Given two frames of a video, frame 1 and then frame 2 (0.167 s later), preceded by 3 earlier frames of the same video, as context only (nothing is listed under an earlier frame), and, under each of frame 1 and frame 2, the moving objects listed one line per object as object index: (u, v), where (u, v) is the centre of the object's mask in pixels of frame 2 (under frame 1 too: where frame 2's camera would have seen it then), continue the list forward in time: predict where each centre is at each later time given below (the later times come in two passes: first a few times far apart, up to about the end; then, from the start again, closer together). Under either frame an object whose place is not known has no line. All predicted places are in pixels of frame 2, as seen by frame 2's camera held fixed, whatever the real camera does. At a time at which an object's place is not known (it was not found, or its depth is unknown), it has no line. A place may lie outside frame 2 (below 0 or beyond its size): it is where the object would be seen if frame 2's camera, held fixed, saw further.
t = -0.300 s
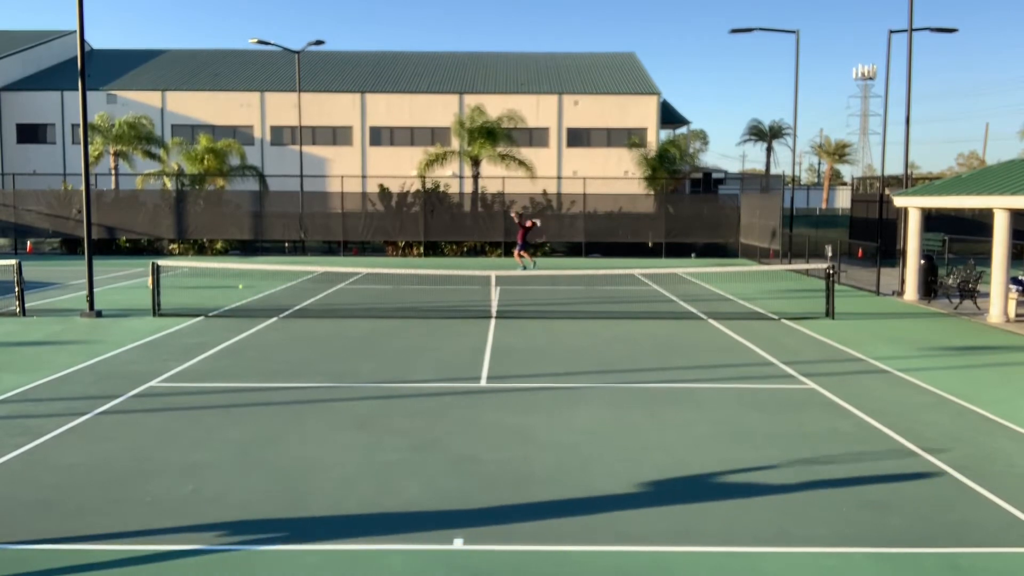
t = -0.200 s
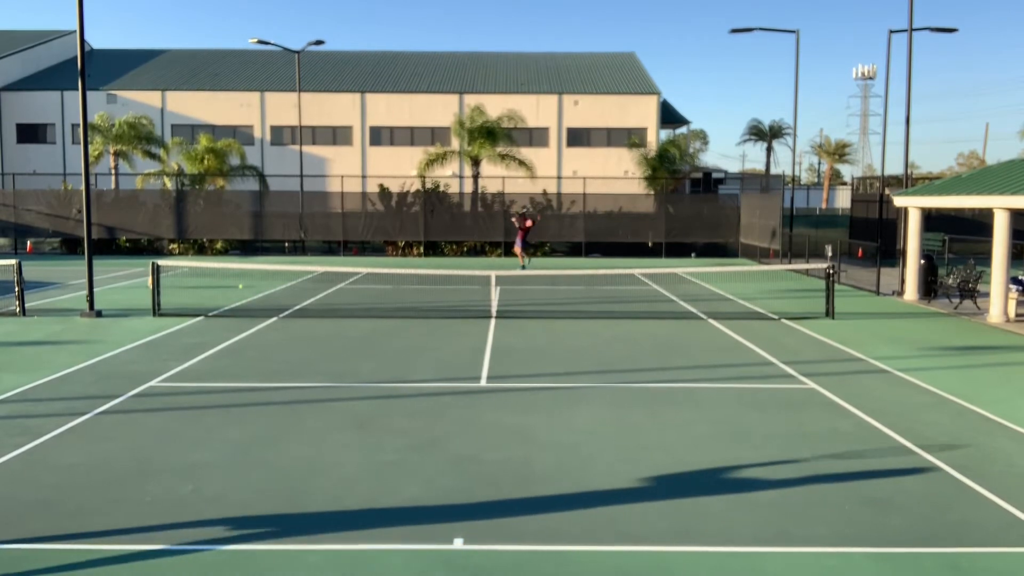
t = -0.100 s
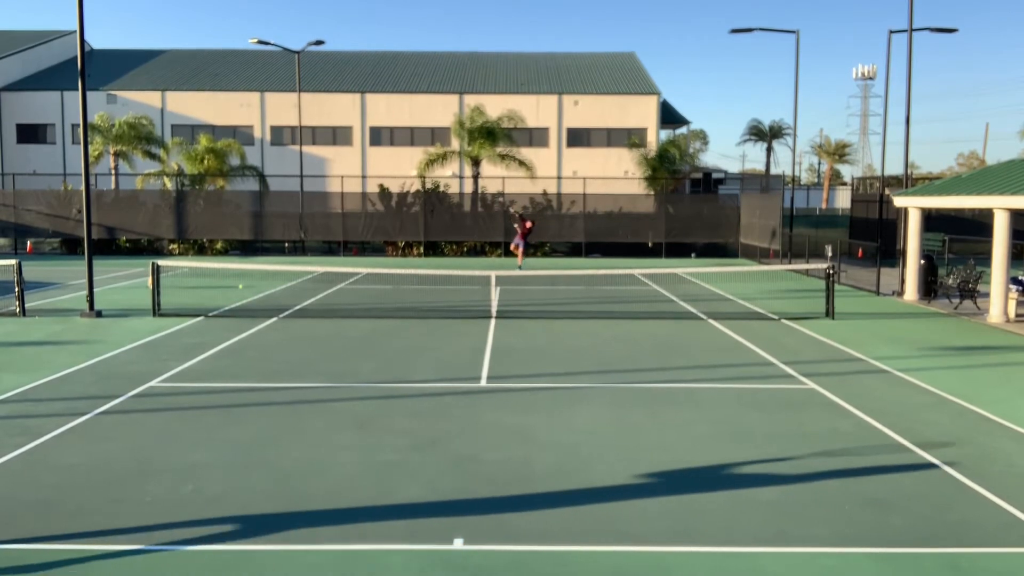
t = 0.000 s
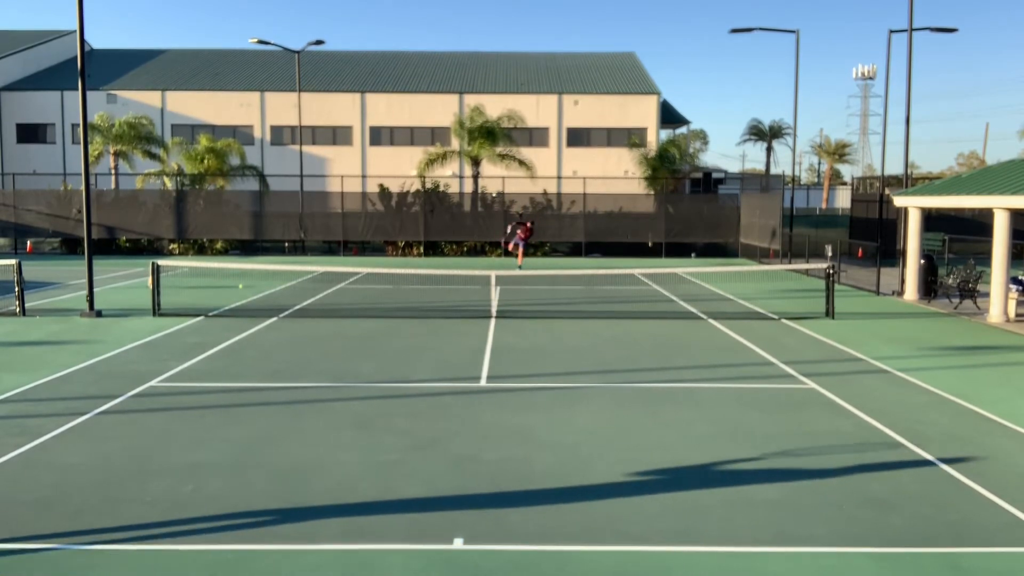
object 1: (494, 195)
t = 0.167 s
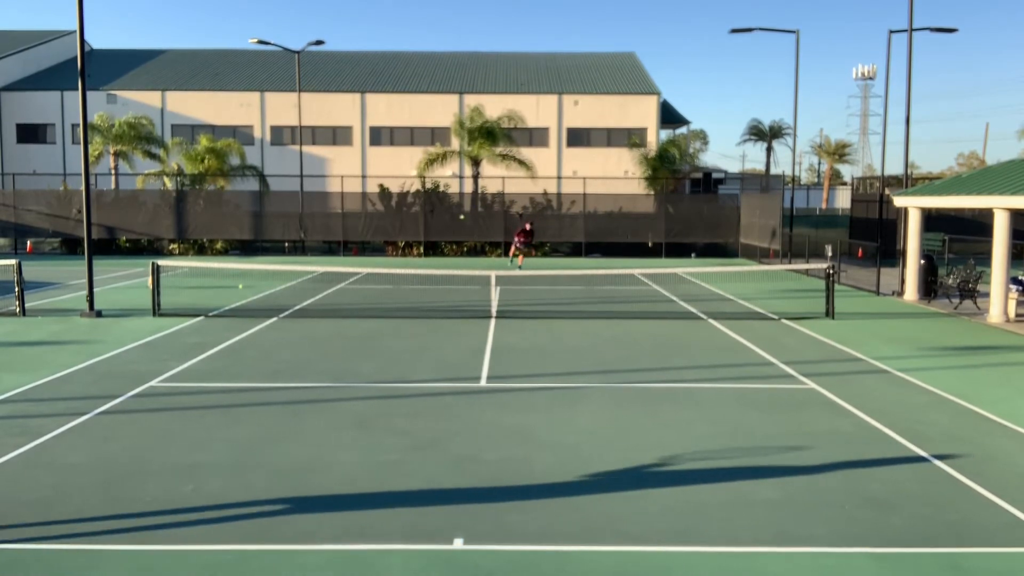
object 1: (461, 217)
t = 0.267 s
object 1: (441, 241)
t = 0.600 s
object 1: (368, 337)
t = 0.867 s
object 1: (305, 316)
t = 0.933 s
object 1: (285, 323)
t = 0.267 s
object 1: (441, 241)
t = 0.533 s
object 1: (381, 351)
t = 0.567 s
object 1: (375, 344)
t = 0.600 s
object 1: (368, 337)
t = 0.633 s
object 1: (361, 332)
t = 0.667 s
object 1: (354, 327)
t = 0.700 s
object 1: (347, 323)
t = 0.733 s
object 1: (340, 319)
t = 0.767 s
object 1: (332, 317)
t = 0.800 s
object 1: (324, 315)
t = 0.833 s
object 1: (314, 315)
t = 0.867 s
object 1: (305, 316)
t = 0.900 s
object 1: (295, 318)
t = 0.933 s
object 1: (285, 323)
